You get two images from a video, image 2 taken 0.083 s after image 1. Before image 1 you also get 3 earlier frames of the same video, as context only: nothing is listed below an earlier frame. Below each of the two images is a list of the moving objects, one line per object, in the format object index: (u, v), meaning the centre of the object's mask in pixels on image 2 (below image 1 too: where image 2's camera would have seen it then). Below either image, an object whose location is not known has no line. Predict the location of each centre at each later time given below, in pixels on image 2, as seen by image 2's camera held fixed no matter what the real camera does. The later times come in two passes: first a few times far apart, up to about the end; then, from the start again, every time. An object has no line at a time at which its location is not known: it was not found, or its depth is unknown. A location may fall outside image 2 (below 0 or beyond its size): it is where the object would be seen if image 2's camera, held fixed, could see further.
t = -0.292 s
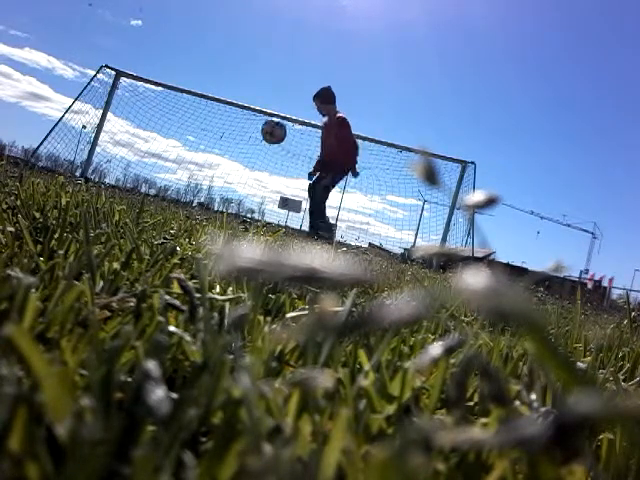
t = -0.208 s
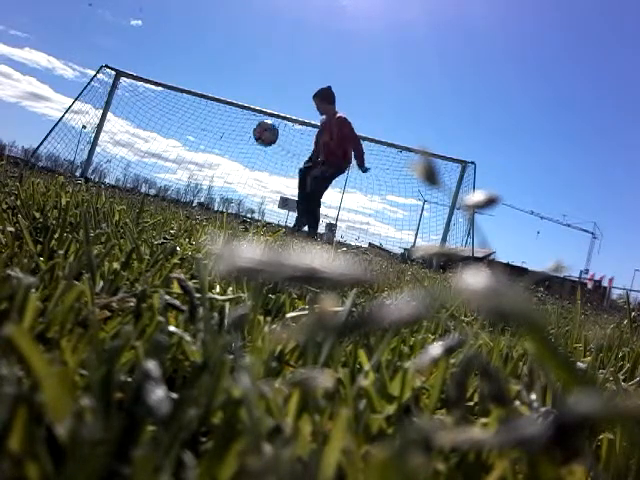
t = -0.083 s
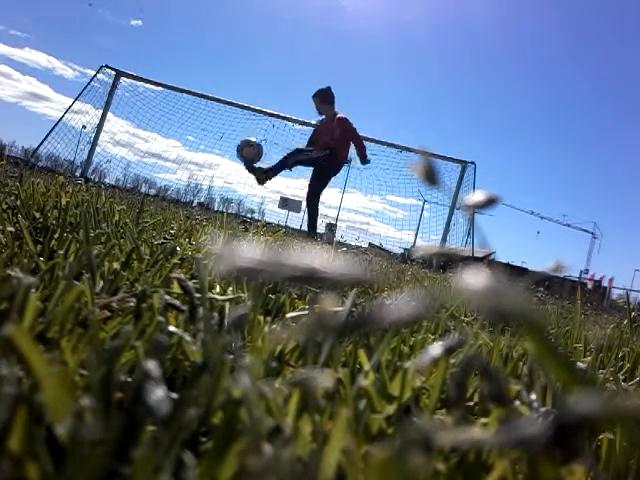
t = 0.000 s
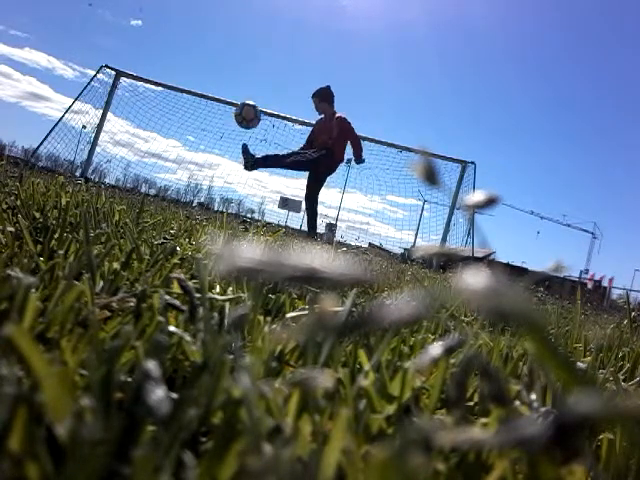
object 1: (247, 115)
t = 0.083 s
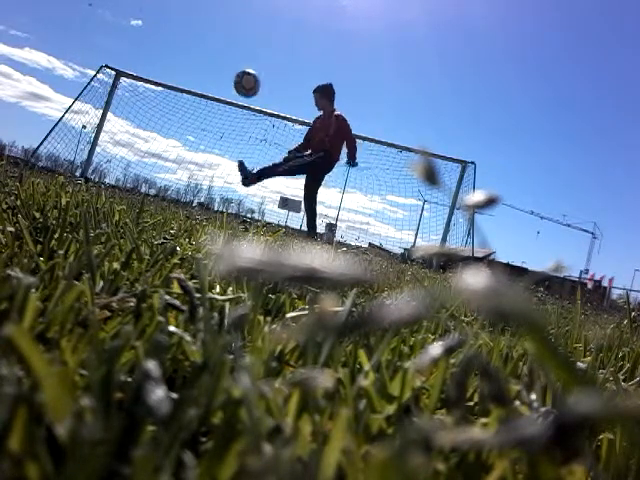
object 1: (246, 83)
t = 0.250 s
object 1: (239, 46)
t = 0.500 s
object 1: (216, 51)
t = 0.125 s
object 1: (245, 71)
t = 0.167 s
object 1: (244, 60)
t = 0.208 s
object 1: (242, 52)
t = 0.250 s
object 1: (239, 46)
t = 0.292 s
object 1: (237, 42)
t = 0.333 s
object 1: (234, 40)
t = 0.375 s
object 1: (229, 40)
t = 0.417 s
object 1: (226, 42)
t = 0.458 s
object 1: (221, 46)
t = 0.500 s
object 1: (216, 51)
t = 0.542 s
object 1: (211, 59)
